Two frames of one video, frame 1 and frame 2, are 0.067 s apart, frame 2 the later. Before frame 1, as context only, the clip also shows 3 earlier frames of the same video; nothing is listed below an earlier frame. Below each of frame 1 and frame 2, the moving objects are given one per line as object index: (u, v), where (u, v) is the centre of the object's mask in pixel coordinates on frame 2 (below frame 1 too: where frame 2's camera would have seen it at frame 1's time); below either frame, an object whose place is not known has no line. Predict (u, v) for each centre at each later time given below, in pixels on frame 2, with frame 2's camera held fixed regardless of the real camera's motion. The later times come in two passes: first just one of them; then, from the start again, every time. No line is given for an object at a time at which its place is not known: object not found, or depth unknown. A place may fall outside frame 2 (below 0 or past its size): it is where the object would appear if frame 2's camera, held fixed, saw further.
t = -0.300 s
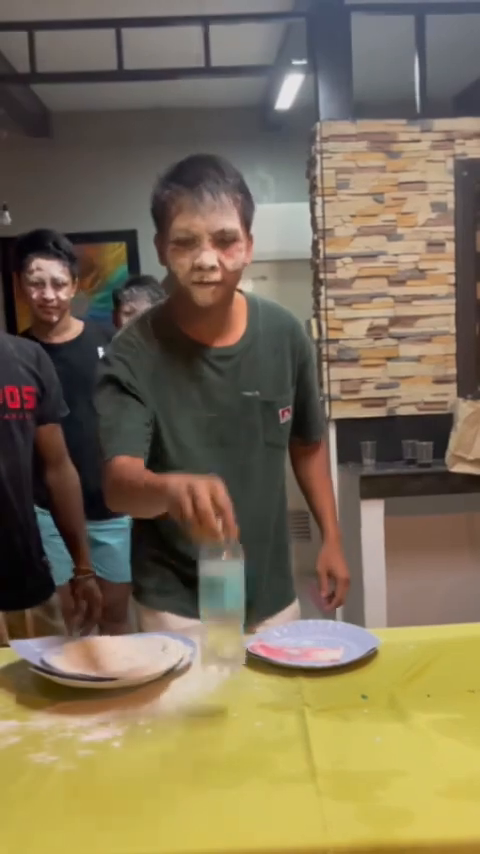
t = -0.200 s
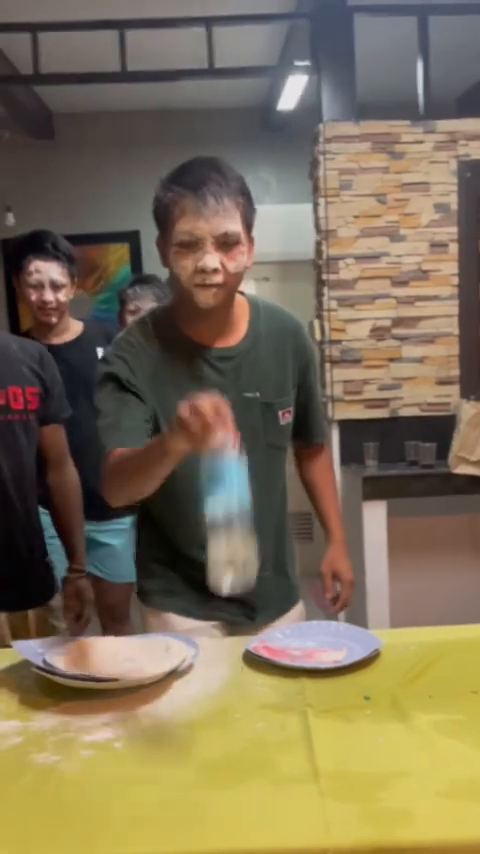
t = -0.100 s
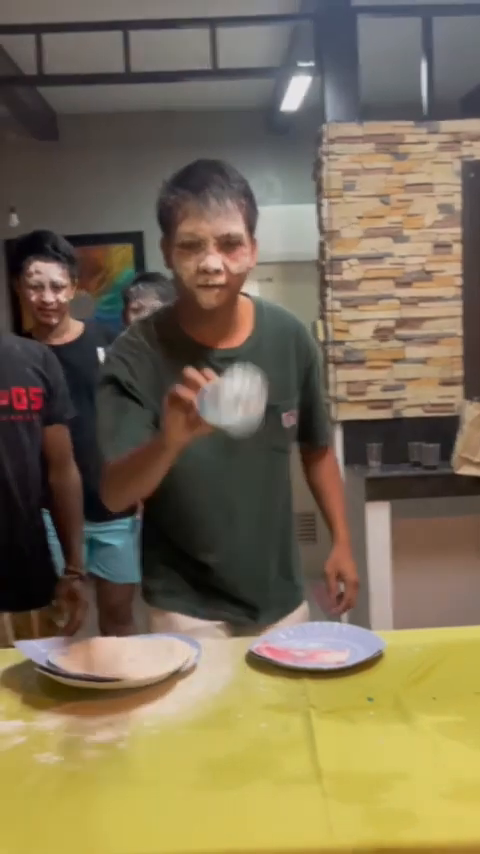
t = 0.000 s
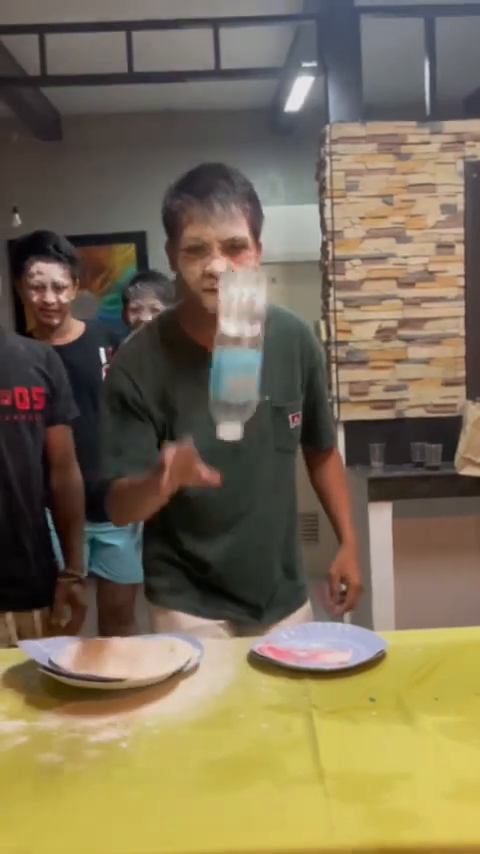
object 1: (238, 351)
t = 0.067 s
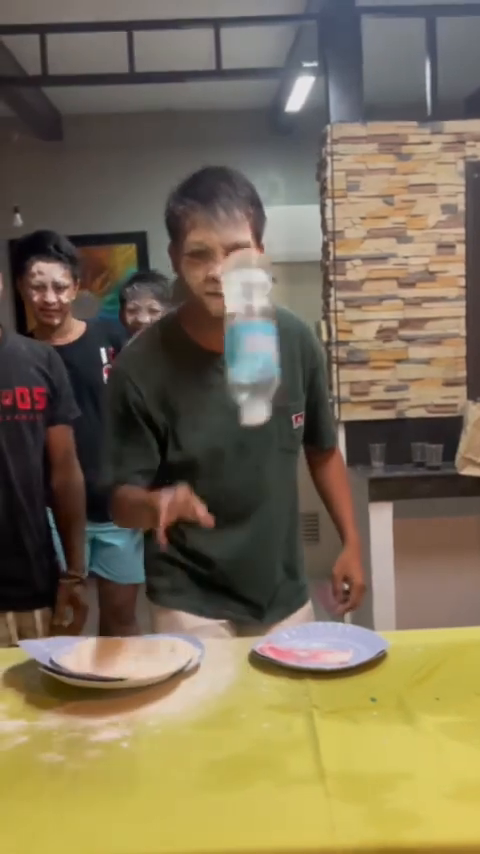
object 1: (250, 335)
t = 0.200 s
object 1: (269, 360)
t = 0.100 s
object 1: (256, 332)
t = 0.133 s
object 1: (262, 331)
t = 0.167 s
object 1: (266, 339)
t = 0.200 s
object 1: (269, 360)
